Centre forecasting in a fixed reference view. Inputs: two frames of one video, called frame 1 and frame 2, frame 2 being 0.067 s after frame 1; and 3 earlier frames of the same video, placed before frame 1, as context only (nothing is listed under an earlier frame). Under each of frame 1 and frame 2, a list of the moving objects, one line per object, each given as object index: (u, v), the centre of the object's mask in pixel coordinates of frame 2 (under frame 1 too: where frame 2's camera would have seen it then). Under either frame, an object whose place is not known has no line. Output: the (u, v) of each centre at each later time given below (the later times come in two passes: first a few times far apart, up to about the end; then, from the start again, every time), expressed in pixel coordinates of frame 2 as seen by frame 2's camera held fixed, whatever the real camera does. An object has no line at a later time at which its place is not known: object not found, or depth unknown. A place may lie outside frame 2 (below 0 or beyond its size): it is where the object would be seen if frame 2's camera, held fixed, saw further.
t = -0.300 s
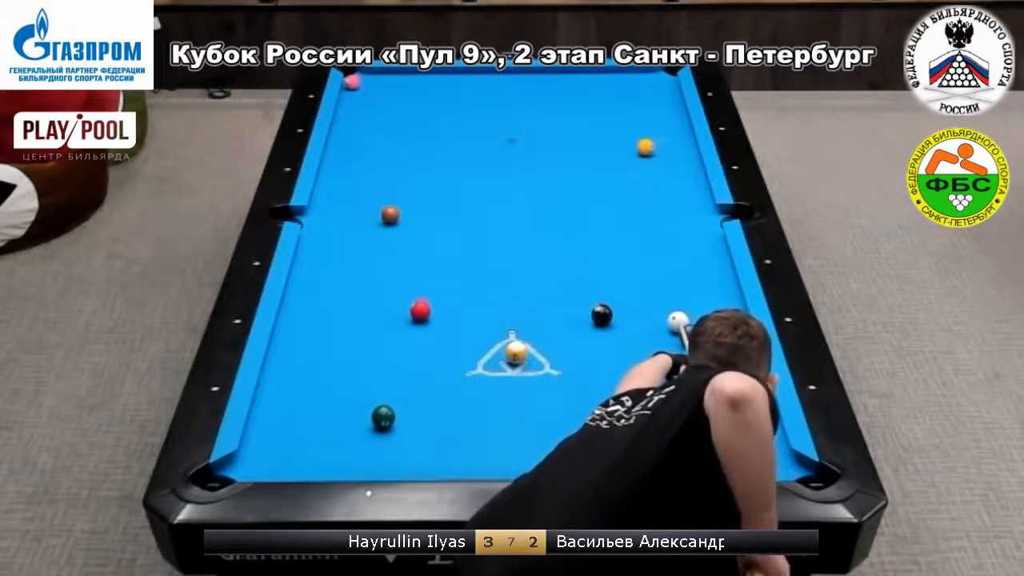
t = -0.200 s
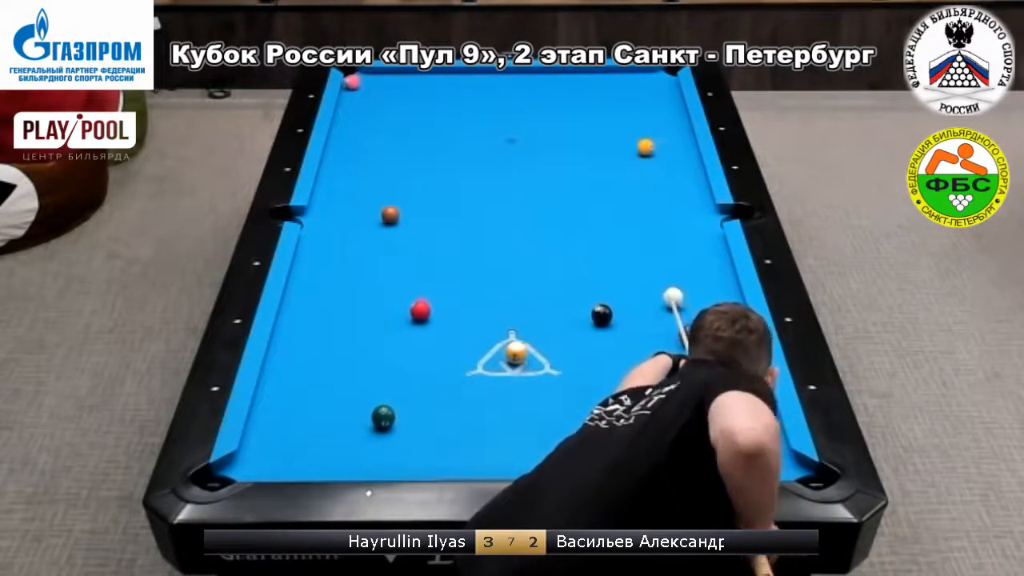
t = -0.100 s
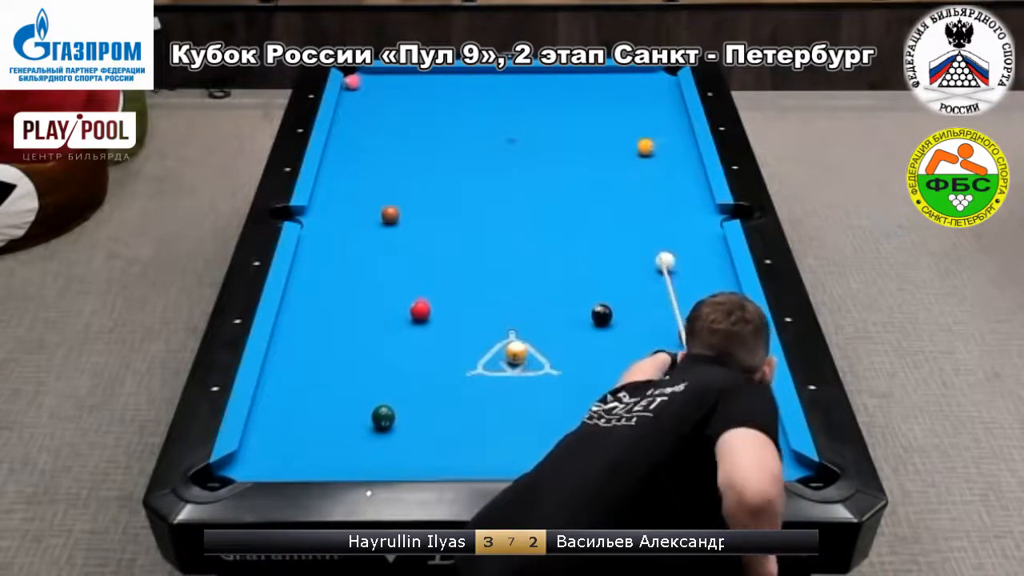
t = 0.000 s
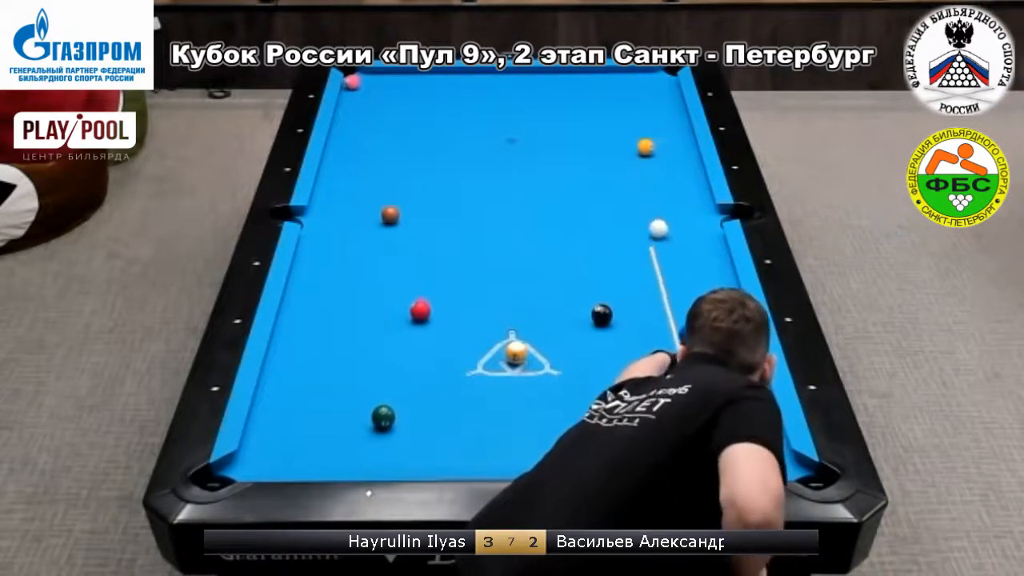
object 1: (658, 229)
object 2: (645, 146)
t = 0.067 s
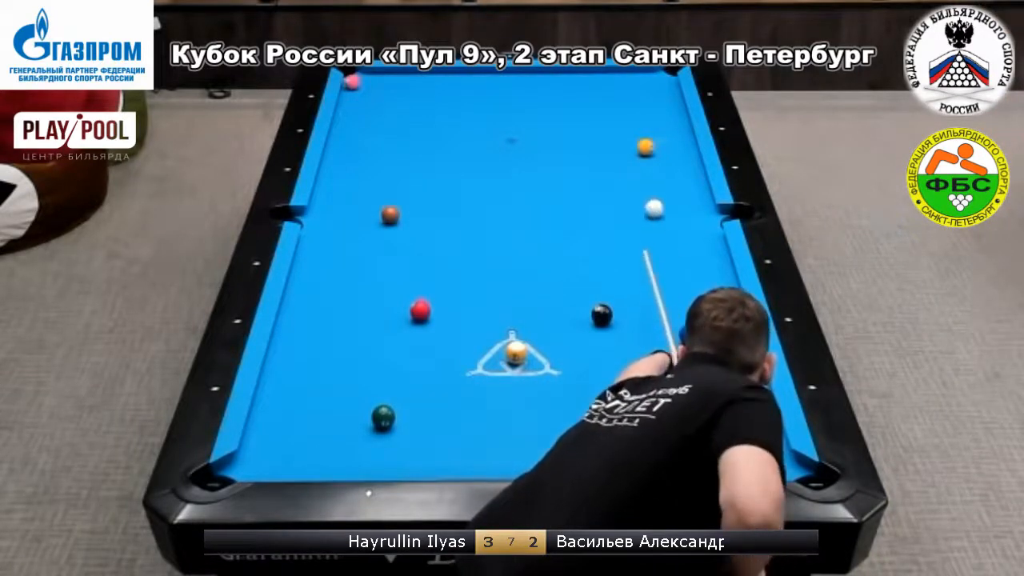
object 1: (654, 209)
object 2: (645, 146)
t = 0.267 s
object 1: (643, 155)
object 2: (646, 143)
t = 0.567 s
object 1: (609, 139)
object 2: (661, 96)
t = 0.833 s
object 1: (584, 122)
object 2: (668, 69)
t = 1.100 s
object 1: (560, 107)
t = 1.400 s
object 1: (536, 91)
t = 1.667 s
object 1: (517, 79)
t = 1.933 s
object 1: (500, 74)
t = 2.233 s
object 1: (486, 80)
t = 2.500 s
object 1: (475, 86)
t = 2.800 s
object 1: (463, 92)
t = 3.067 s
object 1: (453, 97)
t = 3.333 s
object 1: (443, 102)
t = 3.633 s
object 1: (434, 108)
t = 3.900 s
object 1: (426, 112)
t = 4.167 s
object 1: (419, 115)
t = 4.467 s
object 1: (413, 119)
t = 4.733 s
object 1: (409, 121)
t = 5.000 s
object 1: (405, 123)
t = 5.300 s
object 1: (402, 124)
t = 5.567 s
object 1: (401, 125)
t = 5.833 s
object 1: (400, 125)
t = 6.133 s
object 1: (400, 125)
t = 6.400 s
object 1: (400, 125)
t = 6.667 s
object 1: (400, 125)
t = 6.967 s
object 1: (400, 125)
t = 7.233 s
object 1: (400, 125)
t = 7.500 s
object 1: (400, 125)
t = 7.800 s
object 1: (400, 125)
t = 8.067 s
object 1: (400, 125)
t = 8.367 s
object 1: (400, 125)
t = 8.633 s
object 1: (400, 125)
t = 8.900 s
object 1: (400, 126)
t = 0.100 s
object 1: (652, 199)
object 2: (645, 146)
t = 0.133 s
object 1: (650, 190)
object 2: (645, 146)
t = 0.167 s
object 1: (648, 180)
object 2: (645, 146)
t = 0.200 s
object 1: (646, 172)
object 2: (645, 146)
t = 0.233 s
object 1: (644, 163)
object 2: (645, 145)
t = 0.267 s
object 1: (643, 155)
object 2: (646, 143)
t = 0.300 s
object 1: (638, 154)
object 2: (648, 138)
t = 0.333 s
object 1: (634, 153)
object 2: (650, 131)
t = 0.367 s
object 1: (630, 151)
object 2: (652, 125)
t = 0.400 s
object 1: (627, 150)
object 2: (654, 120)
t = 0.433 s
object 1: (623, 148)
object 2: (656, 114)
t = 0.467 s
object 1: (619, 146)
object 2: (658, 109)
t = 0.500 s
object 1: (616, 144)
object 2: (659, 105)
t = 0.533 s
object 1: (612, 141)
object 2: (661, 101)
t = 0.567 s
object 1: (609, 139)
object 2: (661, 96)
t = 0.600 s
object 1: (606, 137)
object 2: (663, 92)
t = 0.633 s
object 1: (603, 135)
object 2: (665, 88)
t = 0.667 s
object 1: (599, 133)
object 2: (666, 84)
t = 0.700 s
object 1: (596, 131)
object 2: (668, 80)
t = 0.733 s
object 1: (593, 128)
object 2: (669, 77)
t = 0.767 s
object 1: (589, 127)
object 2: (670, 73)
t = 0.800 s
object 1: (587, 124)
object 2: (669, 70)
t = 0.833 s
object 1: (584, 122)
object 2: (668, 69)
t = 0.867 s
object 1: (580, 120)
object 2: (673, 69)
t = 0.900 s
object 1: (578, 118)
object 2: (677, 70)
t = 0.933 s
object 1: (575, 116)
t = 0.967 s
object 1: (572, 114)
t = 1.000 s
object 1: (569, 112)
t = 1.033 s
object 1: (566, 111)
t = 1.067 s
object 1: (563, 109)
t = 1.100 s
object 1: (560, 107)
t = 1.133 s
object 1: (557, 105)
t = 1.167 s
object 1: (555, 103)
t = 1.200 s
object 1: (552, 101)
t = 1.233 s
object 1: (550, 100)
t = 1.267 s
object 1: (547, 98)
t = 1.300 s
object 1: (544, 97)
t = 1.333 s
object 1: (541, 95)
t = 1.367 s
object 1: (539, 93)
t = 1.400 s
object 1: (536, 91)
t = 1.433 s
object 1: (534, 90)
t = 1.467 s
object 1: (532, 88)
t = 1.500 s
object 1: (529, 87)
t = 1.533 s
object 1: (527, 85)
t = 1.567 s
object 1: (524, 84)
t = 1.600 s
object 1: (521, 82)
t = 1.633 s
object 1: (519, 81)
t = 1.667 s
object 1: (517, 79)
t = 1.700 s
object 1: (515, 78)
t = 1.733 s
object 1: (512, 76)
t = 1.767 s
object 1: (510, 75)
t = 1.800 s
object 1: (508, 73)
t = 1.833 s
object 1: (506, 73)
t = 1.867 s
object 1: (504, 72)
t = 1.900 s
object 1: (502, 73)
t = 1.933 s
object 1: (500, 74)
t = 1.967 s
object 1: (499, 74)
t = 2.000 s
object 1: (497, 75)
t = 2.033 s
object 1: (495, 75)
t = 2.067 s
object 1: (494, 76)
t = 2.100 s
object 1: (492, 77)
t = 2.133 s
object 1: (491, 78)
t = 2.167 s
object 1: (489, 78)
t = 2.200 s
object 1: (488, 79)
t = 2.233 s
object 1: (486, 80)
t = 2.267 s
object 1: (485, 81)
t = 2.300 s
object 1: (483, 81)
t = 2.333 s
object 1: (482, 82)
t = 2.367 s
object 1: (481, 83)
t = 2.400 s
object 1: (479, 84)
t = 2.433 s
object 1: (477, 84)
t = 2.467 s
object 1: (476, 85)
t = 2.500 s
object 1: (475, 86)
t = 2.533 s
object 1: (474, 87)
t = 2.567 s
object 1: (472, 87)
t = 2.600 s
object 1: (471, 88)
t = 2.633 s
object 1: (469, 89)
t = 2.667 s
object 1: (468, 89)
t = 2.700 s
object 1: (467, 90)
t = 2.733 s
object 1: (465, 91)
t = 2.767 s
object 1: (464, 91)
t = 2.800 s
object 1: (463, 92)
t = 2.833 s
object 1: (461, 93)
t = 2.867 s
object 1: (460, 94)
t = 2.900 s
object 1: (459, 94)
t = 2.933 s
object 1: (457, 95)
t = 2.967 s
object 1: (456, 96)
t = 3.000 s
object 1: (455, 96)
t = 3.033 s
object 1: (454, 97)
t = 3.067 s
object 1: (453, 97)
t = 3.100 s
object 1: (451, 98)
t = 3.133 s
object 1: (450, 99)
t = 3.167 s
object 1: (449, 99)
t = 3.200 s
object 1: (448, 100)
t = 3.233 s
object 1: (447, 101)
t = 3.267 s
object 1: (446, 101)
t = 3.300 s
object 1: (444, 102)
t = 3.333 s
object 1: (443, 102)
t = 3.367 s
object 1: (442, 103)
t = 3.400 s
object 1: (441, 104)
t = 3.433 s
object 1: (440, 104)
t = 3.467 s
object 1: (439, 105)
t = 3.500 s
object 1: (438, 105)
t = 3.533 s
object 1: (437, 106)
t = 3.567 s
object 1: (436, 107)
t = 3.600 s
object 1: (435, 107)
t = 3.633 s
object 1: (434, 108)
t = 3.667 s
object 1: (433, 109)
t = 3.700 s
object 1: (432, 109)
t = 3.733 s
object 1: (431, 110)
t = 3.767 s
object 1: (430, 110)
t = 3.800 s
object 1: (429, 111)
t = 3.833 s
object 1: (428, 111)
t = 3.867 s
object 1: (427, 112)
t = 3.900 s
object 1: (426, 112)
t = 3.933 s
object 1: (425, 112)
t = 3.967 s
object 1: (424, 113)
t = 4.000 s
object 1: (424, 113)
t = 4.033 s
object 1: (423, 114)
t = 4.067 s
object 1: (422, 114)
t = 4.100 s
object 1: (421, 115)
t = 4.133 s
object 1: (420, 115)
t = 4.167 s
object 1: (419, 115)
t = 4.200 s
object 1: (419, 116)
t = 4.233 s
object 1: (418, 116)
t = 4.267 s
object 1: (417, 117)
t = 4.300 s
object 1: (417, 117)
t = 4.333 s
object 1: (416, 117)
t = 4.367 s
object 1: (415, 118)
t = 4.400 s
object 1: (414, 118)
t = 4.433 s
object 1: (414, 118)
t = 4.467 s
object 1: (413, 119)
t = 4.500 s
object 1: (413, 119)
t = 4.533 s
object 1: (412, 119)
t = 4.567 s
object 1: (412, 120)
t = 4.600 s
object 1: (411, 120)
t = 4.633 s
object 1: (410, 120)
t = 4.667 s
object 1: (410, 120)
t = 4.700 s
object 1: (409, 121)
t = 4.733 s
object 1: (409, 121)
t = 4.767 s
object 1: (408, 121)
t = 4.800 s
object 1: (407, 121)
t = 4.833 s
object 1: (407, 121)
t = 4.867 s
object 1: (406, 122)
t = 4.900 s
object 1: (406, 122)
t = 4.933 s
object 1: (406, 122)
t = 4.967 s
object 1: (405, 122)
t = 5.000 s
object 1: (405, 123)
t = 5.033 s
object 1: (404, 123)
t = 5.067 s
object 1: (404, 123)
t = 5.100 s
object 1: (403, 123)
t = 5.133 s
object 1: (403, 123)
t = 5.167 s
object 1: (403, 124)
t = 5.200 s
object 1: (403, 124)
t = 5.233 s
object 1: (402, 124)
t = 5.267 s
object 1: (402, 124)
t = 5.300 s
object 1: (402, 124)
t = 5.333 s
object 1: (402, 124)
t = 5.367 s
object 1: (402, 124)
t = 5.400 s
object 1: (402, 124)
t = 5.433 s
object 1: (401, 125)
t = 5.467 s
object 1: (401, 125)
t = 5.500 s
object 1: (401, 125)
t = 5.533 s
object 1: (401, 125)
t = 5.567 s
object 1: (401, 125)
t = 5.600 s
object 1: (401, 125)
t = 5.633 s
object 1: (401, 125)
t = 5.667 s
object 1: (400, 125)
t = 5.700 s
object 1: (400, 125)
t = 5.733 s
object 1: (400, 125)
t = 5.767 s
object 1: (400, 125)
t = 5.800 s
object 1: (400, 125)
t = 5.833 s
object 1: (400, 125)
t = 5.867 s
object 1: (400, 125)
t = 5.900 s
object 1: (400, 125)
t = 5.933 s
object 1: (400, 125)
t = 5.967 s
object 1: (400, 125)
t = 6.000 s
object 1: (400, 125)
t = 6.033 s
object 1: (400, 125)
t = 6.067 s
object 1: (400, 125)
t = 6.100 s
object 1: (400, 125)
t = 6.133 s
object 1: (400, 125)
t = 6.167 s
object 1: (400, 125)
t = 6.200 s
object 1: (400, 125)
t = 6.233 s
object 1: (400, 125)
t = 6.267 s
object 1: (400, 125)
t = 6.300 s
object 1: (400, 125)
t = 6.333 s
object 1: (400, 125)
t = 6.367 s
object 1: (400, 125)
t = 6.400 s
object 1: (400, 125)
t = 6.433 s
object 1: (400, 125)
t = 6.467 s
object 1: (400, 125)
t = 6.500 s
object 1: (400, 125)
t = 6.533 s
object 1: (400, 125)
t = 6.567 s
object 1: (400, 125)
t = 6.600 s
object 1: (400, 125)
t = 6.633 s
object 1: (400, 125)
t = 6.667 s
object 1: (400, 125)
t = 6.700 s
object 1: (400, 125)
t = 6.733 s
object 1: (400, 125)
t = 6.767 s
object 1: (400, 125)
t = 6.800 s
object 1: (400, 125)
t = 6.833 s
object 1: (400, 125)
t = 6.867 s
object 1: (400, 125)
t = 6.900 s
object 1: (400, 125)
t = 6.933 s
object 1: (400, 125)
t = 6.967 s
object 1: (400, 125)
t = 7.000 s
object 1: (400, 125)
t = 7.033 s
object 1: (400, 125)
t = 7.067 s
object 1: (400, 125)
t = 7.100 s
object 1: (400, 125)
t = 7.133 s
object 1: (400, 125)
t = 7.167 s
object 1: (400, 125)
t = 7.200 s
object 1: (400, 125)
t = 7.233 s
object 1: (400, 125)
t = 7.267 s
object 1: (400, 125)
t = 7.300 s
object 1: (400, 125)
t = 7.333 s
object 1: (400, 125)
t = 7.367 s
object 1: (400, 125)
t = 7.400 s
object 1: (400, 125)
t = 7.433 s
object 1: (400, 125)
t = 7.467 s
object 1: (400, 125)
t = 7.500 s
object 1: (400, 125)
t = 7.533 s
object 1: (400, 125)
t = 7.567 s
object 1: (400, 125)
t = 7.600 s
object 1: (400, 125)
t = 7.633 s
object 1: (400, 125)
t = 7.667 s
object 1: (400, 125)
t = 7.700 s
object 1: (400, 125)
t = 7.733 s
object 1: (400, 125)
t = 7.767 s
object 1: (400, 125)
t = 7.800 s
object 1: (400, 125)
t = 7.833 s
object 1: (400, 125)
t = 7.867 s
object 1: (400, 125)
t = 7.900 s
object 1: (400, 125)
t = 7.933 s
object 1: (400, 125)
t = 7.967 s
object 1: (400, 125)
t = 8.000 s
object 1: (400, 125)
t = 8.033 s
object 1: (400, 125)
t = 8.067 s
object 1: (400, 125)
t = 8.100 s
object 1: (400, 125)
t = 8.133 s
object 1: (400, 125)
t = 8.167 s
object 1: (400, 125)
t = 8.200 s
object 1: (400, 125)
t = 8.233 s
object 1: (400, 125)
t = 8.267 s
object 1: (400, 125)
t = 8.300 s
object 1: (400, 125)
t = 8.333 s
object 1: (400, 125)
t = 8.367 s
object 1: (400, 125)
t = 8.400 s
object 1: (400, 125)
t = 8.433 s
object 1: (400, 125)
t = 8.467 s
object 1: (400, 125)
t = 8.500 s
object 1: (400, 125)
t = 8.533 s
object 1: (400, 125)
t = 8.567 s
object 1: (400, 125)
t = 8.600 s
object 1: (400, 125)
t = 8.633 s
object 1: (400, 125)
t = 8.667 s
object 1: (400, 125)
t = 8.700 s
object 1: (400, 125)
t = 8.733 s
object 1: (400, 125)
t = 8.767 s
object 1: (400, 125)
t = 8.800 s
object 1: (400, 125)
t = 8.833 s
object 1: (400, 126)
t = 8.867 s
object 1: (400, 126)
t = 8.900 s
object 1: (400, 126)
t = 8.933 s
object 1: (400, 126)
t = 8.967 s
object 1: (400, 126)
